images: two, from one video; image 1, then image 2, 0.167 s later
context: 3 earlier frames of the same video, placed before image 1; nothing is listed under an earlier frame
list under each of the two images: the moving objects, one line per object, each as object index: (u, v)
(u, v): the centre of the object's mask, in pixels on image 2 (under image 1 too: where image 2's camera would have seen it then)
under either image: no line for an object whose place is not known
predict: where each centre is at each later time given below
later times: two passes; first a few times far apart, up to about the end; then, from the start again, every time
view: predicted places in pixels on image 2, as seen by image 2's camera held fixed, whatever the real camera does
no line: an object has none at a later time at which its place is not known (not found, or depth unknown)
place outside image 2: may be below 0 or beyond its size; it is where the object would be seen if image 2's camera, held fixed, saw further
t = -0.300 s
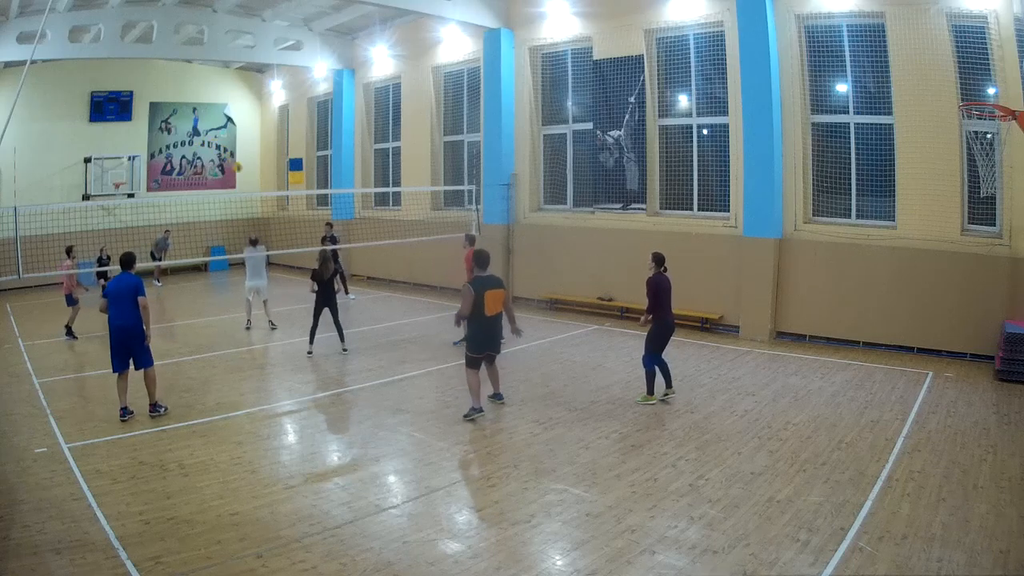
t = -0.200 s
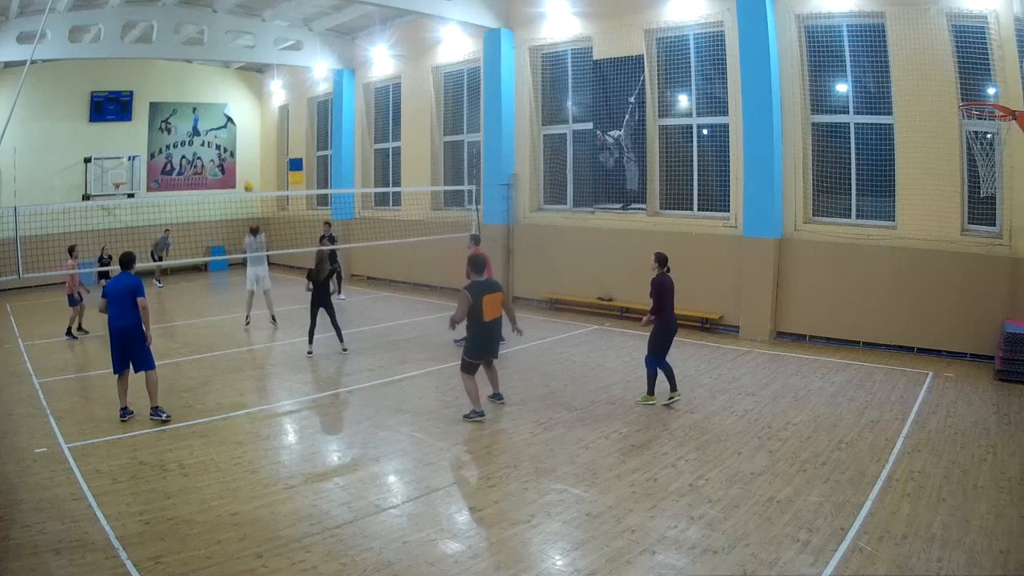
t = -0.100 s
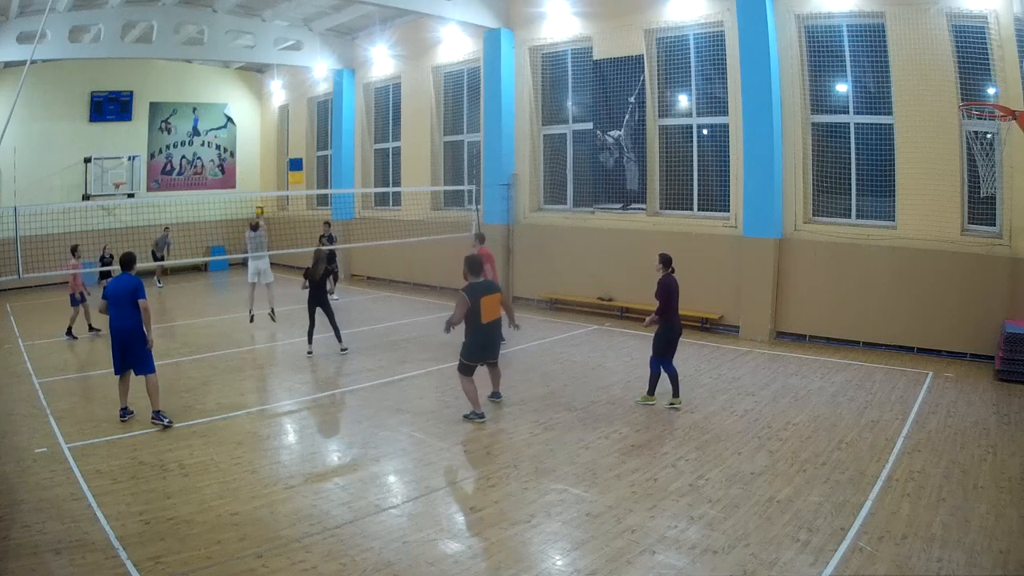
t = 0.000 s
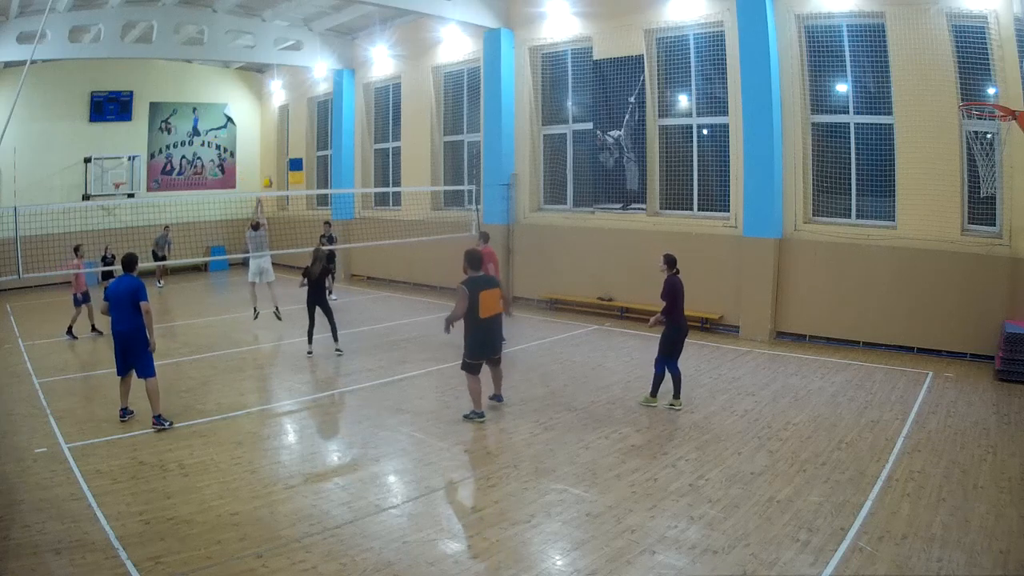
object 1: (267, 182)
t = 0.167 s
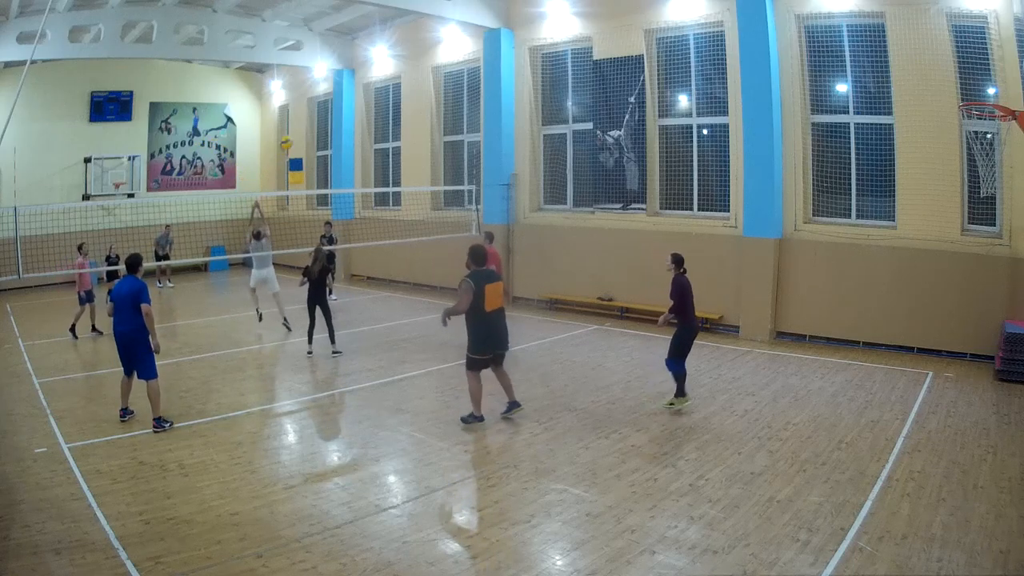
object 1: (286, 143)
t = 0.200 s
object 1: (289, 137)
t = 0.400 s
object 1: (320, 110)
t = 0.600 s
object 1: (360, 116)
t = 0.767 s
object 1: (406, 160)
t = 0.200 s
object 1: (289, 137)
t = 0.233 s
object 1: (293, 131)
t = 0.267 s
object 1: (299, 125)
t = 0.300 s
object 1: (303, 120)
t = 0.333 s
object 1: (308, 116)
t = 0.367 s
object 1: (314, 113)
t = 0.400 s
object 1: (320, 110)
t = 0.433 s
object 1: (325, 109)
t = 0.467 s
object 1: (332, 107)
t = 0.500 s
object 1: (338, 108)
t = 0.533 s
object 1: (344, 110)
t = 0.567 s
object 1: (352, 112)
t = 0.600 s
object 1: (360, 116)
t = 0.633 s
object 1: (368, 121)
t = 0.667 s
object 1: (377, 128)
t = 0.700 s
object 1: (386, 136)
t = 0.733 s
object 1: (397, 149)
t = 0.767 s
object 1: (406, 160)
